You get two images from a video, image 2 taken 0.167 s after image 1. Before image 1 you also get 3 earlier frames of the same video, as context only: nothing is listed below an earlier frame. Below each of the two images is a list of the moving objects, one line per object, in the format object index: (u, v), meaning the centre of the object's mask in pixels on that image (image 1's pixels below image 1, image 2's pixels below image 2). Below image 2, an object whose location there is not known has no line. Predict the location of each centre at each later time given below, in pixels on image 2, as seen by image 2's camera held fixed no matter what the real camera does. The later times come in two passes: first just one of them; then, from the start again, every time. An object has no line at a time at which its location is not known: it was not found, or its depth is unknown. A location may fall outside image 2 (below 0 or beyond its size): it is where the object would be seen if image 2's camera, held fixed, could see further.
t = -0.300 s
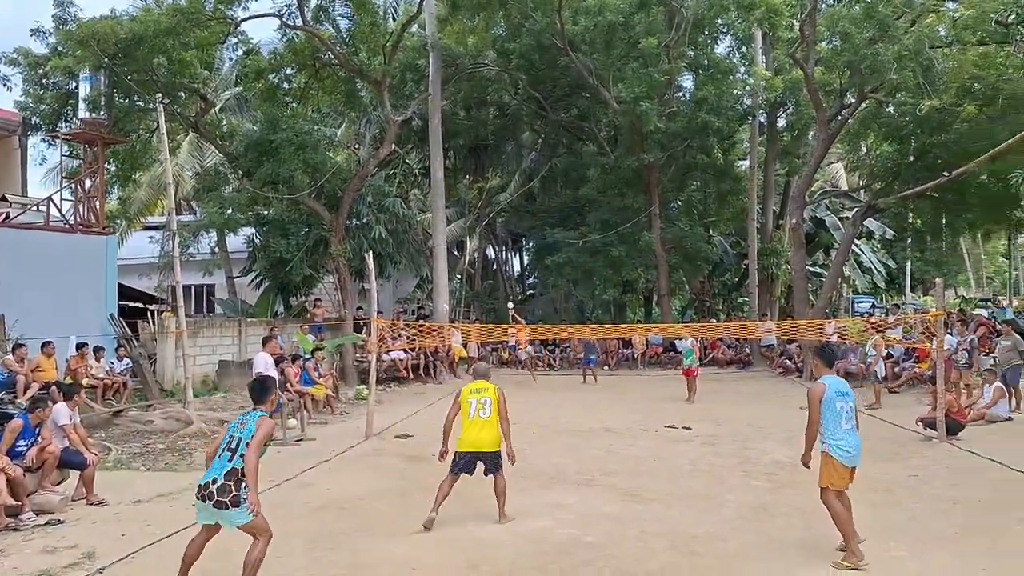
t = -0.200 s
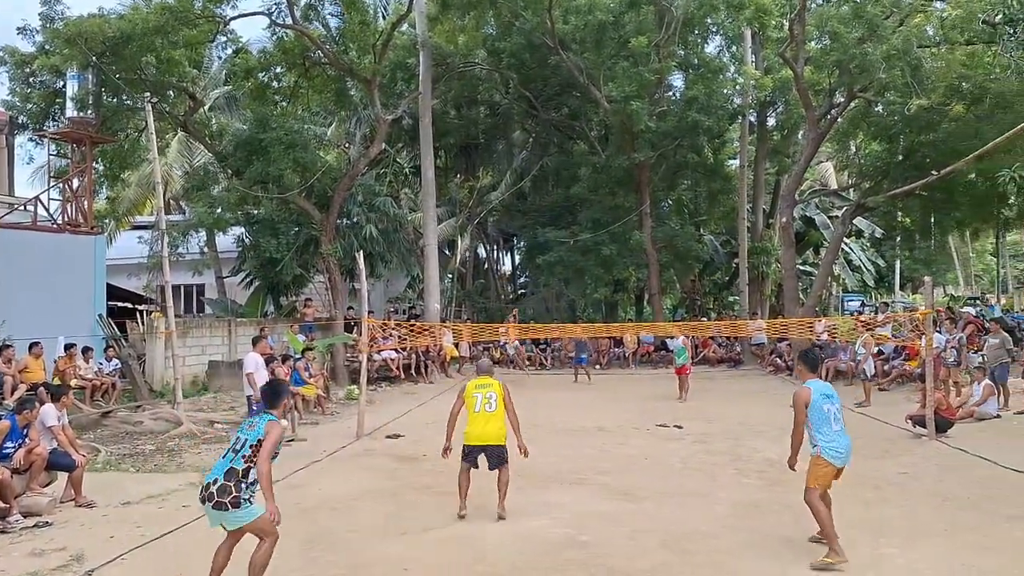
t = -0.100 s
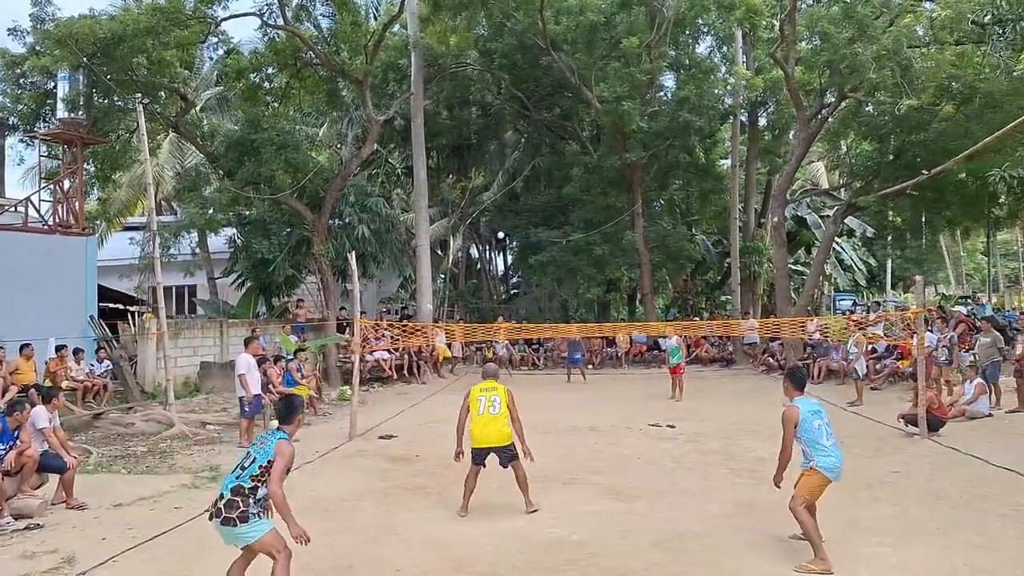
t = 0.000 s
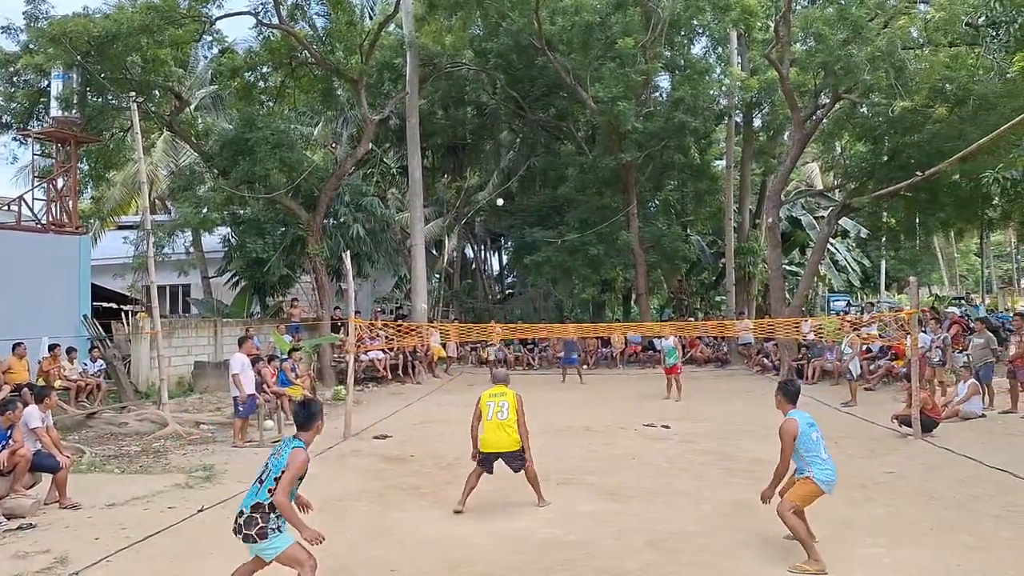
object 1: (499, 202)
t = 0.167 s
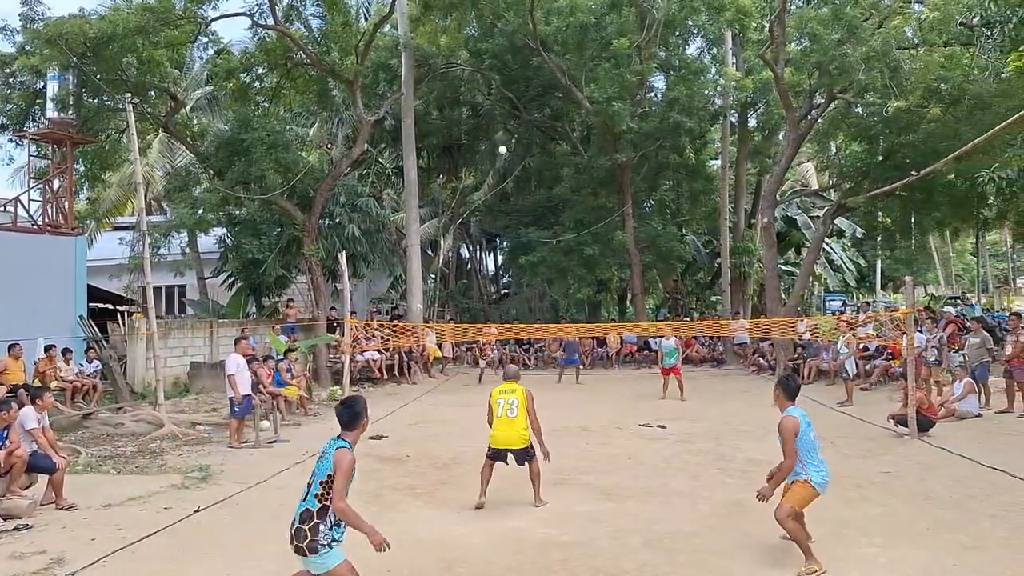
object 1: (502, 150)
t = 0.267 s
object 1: (509, 116)
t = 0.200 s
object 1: (506, 139)
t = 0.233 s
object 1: (508, 127)
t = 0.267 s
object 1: (509, 116)
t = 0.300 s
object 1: (512, 106)
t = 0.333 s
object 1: (515, 98)
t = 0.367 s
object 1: (514, 91)
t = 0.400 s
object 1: (514, 84)
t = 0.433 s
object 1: (516, 78)
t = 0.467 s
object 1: (516, 72)
